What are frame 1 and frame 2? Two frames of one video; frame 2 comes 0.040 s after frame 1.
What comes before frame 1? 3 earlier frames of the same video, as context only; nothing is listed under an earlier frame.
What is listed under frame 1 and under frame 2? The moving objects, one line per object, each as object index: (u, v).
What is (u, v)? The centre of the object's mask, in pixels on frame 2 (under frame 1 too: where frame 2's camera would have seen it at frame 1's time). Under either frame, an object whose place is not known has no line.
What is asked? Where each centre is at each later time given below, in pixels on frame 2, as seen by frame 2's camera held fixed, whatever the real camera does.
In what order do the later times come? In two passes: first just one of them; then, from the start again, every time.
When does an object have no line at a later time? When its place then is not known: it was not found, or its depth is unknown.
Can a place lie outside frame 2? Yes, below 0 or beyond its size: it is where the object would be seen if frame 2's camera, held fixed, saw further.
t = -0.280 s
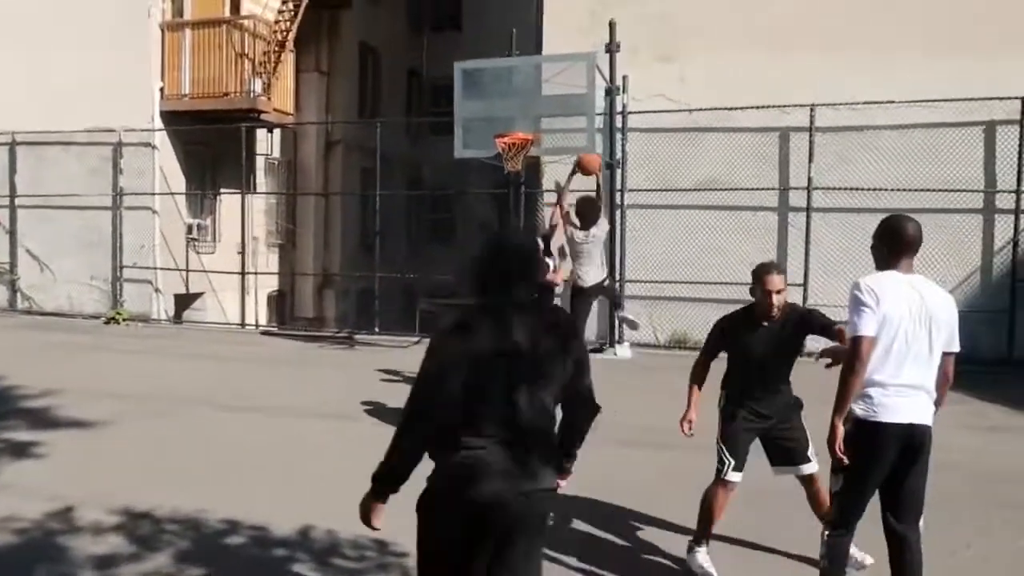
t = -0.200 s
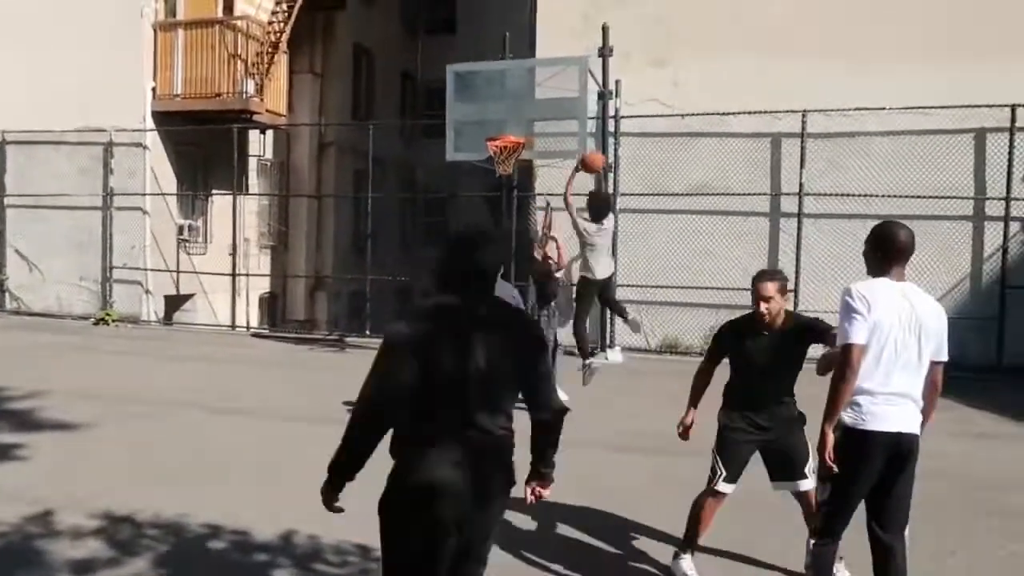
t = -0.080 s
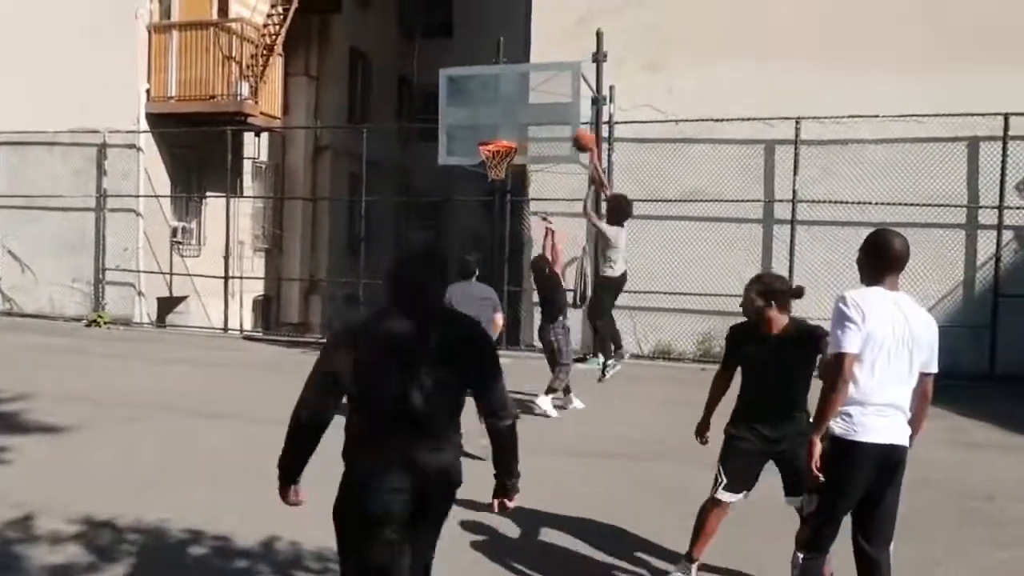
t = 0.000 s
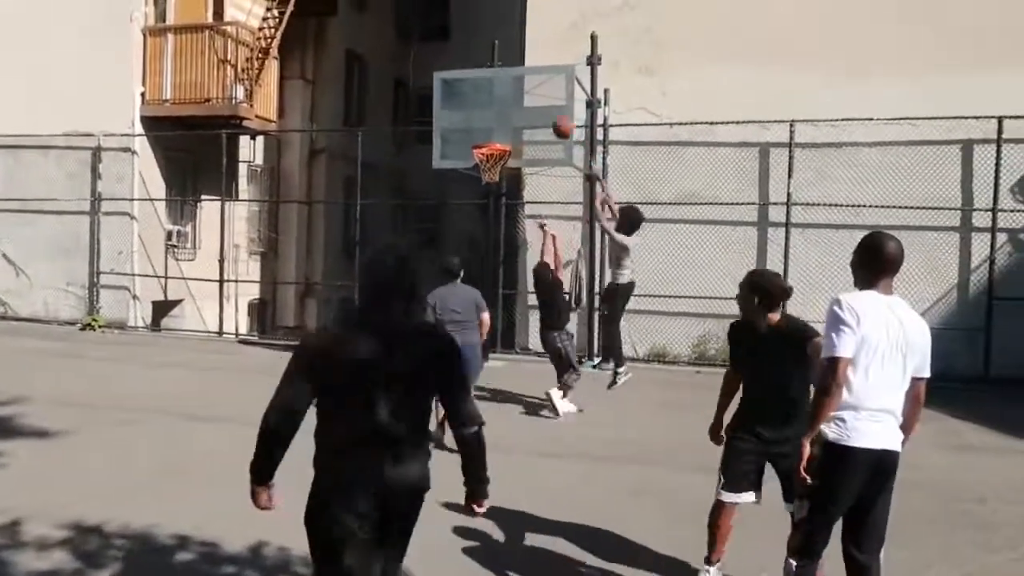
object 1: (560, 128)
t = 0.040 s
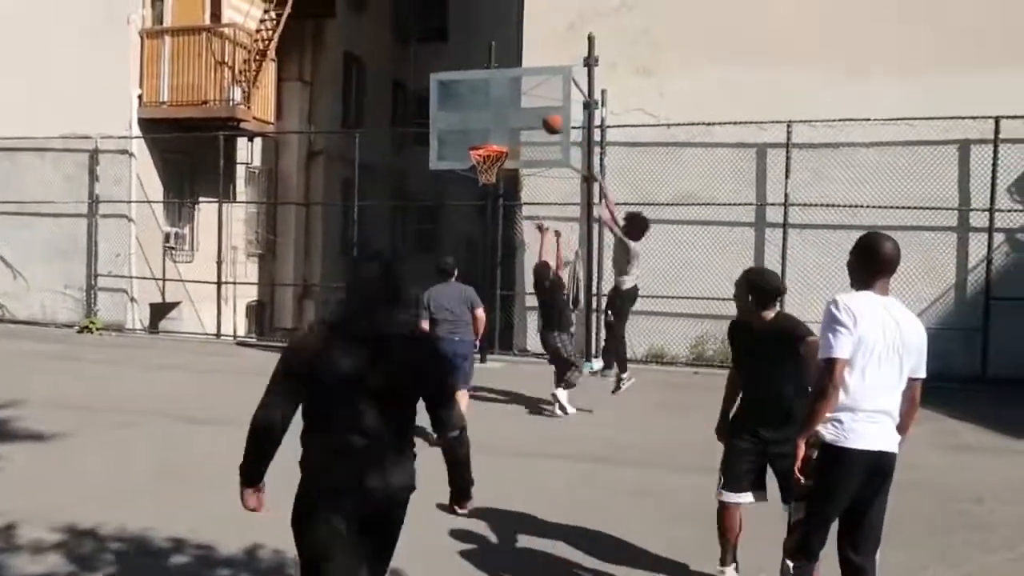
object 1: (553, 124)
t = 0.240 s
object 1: (521, 118)
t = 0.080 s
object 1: (547, 119)
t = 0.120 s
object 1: (540, 117)
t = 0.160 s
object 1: (533, 116)
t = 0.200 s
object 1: (528, 117)
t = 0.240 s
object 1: (521, 118)
